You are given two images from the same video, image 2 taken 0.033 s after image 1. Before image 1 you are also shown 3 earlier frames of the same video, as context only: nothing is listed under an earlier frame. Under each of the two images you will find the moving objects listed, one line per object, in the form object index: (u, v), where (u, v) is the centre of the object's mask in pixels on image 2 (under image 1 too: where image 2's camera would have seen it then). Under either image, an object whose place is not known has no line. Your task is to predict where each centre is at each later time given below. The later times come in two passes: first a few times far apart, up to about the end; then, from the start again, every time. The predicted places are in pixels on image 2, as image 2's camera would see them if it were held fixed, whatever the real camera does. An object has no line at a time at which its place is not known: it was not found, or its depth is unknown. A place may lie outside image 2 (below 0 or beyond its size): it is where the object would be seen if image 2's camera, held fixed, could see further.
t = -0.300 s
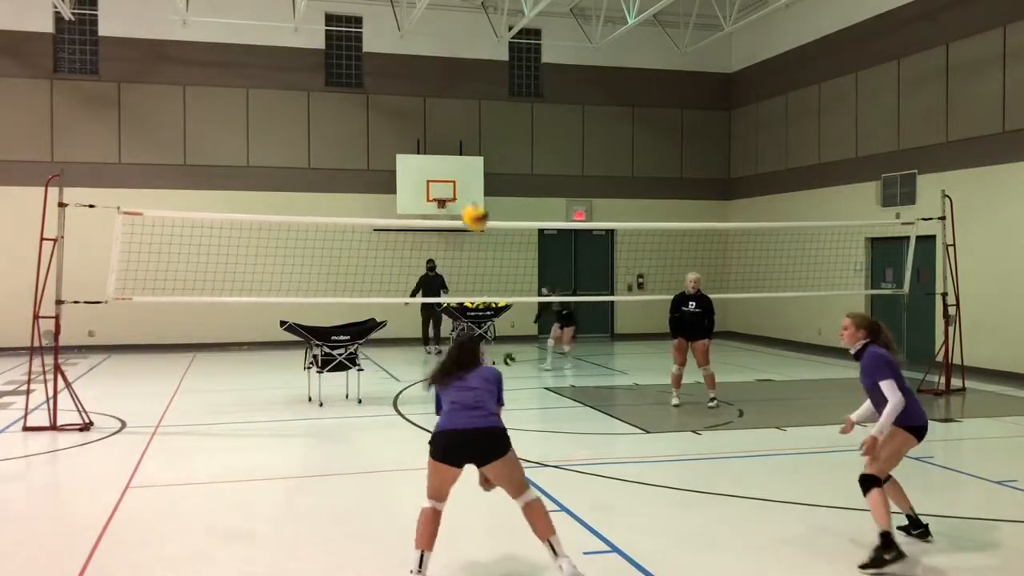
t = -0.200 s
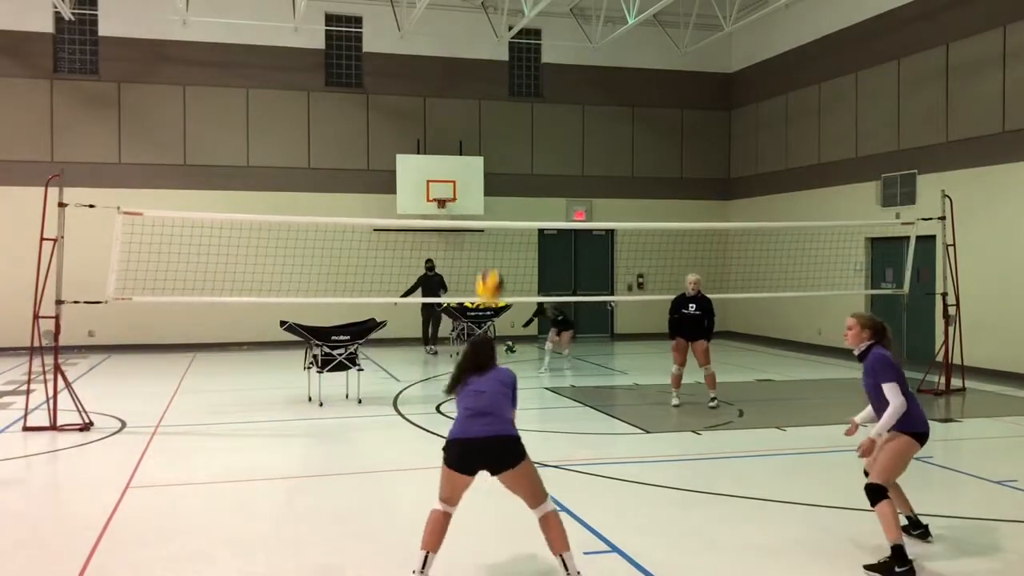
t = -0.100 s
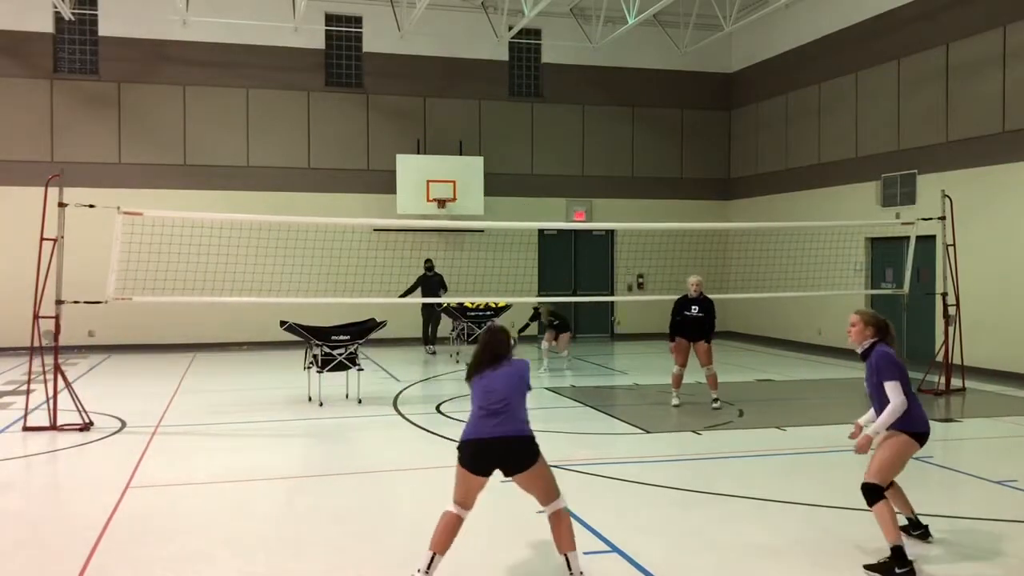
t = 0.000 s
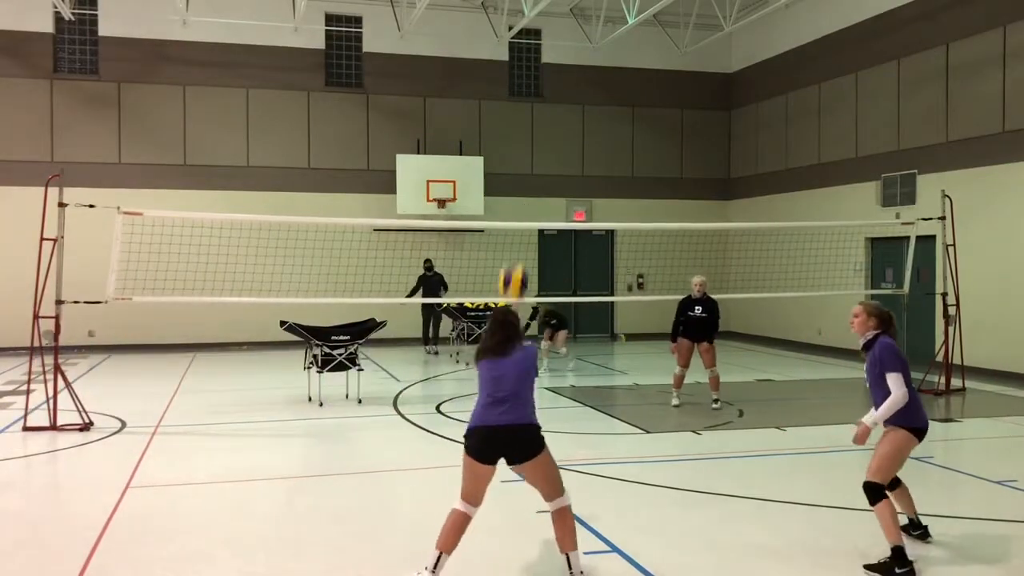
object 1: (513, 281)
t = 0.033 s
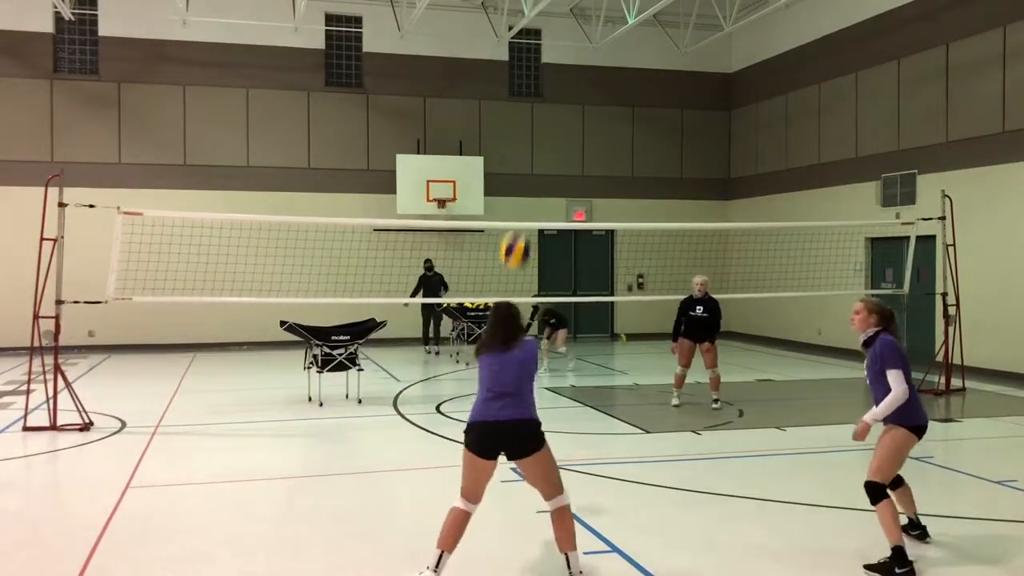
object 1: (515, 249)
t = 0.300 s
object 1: (526, 81)
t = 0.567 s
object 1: (534, 32)
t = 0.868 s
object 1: (541, 78)
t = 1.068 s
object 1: (545, 151)
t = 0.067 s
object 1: (516, 220)
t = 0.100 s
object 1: (518, 192)
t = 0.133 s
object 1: (519, 169)
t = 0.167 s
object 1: (520, 146)
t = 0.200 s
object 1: (522, 126)
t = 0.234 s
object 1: (523, 109)
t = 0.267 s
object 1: (525, 93)
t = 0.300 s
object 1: (526, 81)
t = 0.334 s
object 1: (527, 69)
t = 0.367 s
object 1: (528, 60)
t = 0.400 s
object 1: (530, 51)
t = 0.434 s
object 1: (531, 44)
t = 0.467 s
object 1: (532, 39)
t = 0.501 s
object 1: (533, 36)
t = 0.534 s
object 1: (534, 33)
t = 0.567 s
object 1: (534, 32)
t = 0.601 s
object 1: (535, 33)
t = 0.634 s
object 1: (536, 35)
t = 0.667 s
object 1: (536, 38)
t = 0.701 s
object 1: (537, 42)
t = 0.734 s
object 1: (538, 48)
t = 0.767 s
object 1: (539, 54)
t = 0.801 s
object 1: (540, 62)
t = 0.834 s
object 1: (540, 70)
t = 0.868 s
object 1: (541, 78)
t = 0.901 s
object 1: (542, 88)
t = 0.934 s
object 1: (543, 99)
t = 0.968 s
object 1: (544, 111)
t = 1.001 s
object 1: (544, 124)
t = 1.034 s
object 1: (544, 136)
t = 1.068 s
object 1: (545, 151)
